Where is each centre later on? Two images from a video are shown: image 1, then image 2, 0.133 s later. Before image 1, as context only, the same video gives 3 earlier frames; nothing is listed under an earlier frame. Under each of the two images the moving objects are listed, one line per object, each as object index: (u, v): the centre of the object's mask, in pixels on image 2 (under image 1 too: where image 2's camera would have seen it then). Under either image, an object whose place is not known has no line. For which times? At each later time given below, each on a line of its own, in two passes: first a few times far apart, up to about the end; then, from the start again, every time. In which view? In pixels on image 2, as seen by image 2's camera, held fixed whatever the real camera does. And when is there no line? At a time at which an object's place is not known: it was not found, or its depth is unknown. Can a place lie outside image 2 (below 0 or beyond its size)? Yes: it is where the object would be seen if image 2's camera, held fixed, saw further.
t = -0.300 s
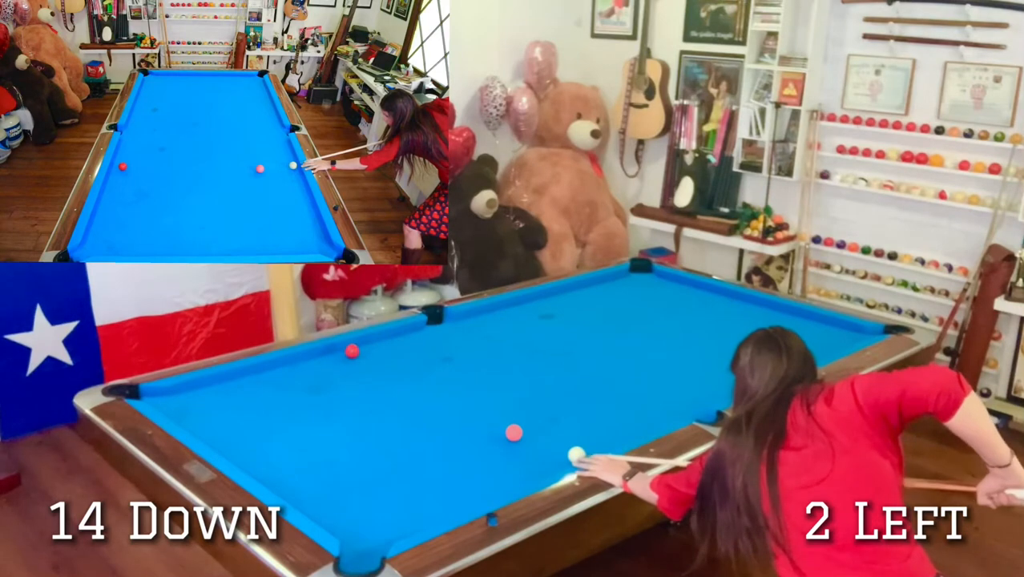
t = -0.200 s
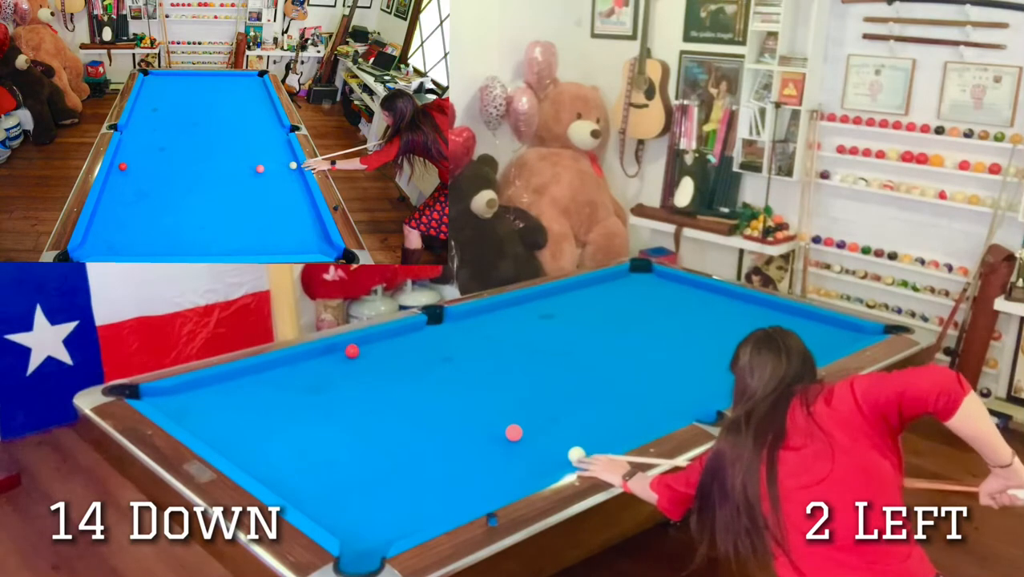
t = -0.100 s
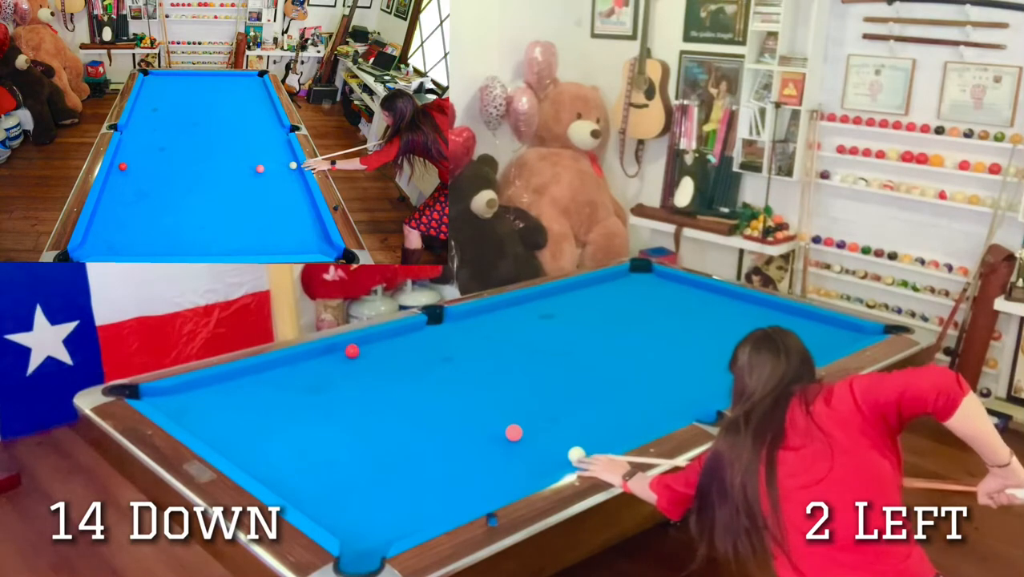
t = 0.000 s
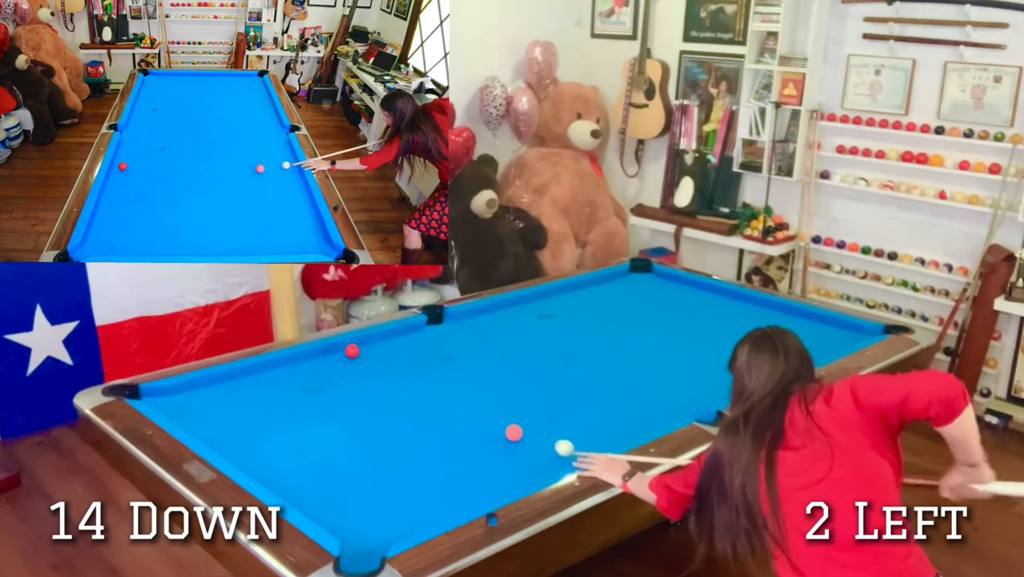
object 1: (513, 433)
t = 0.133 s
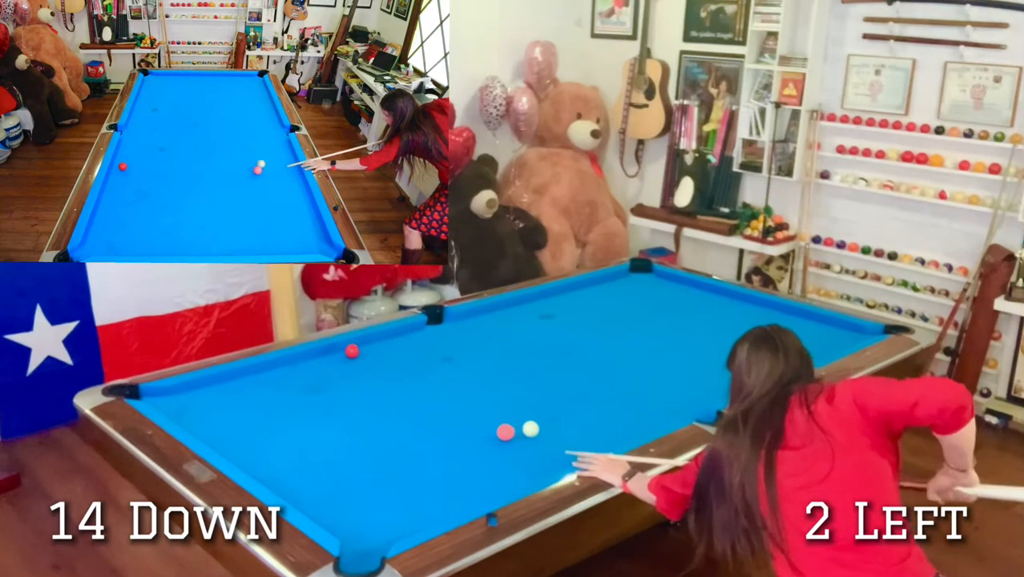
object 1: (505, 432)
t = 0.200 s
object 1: (491, 431)
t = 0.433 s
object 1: (450, 429)
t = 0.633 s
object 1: (415, 427)
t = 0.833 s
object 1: (381, 425)
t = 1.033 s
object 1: (349, 424)
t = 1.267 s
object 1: (312, 422)
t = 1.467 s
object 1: (282, 420)
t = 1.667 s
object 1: (252, 419)
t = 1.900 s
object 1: (219, 418)
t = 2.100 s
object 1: (192, 417)
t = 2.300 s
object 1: (173, 413)
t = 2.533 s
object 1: (176, 408)
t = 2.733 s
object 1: (179, 403)
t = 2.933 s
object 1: (181, 398)
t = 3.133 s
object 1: (183, 395)
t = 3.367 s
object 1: (185, 391)
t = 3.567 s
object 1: (186, 387)
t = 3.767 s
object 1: (188, 387)
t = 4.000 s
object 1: (190, 387)
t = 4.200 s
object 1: (191, 387)
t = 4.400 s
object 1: (192, 387)
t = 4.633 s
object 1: (192, 387)
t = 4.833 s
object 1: (192, 387)
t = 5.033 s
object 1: (192, 387)
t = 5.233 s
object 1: (192, 387)
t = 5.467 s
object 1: (192, 387)
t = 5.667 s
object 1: (192, 387)
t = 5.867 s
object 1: (192, 387)
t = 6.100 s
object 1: (192, 387)
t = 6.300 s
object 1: (192, 387)
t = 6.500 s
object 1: (192, 387)
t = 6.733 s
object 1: (192, 387)
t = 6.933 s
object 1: (192, 387)
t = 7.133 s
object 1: (192, 387)
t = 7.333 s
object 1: (192, 387)
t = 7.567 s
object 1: (192, 387)
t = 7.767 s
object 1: (192, 387)
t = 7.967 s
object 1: (192, 387)
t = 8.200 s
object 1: (192, 387)
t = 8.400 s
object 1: (192, 387)
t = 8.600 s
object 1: (192, 387)
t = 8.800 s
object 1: (192, 387)
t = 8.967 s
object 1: (192, 387)
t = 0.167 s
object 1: (498, 432)
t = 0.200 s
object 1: (491, 431)
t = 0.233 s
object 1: (485, 431)
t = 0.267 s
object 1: (479, 431)
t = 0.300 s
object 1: (473, 430)
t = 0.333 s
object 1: (467, 430)
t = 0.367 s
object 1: (461, 430)
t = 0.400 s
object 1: (455, 429)
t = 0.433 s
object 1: (450, 429)
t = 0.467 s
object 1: (444, 429)
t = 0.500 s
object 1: (438, 428)
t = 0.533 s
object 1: (432, 428)
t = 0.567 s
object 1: (426, 427)
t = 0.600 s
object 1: (420, 427)
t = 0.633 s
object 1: (415, 427)
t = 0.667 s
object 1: (409, 427)
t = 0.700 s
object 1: (404, 426)
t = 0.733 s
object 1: (398, 426)
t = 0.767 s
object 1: (392, 426)
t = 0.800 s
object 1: (387, 426)
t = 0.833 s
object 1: (381, 425)
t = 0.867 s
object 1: (376, 425)
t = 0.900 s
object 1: (370, 425)
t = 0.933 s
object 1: (365, 424)
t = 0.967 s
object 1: (359, 424)
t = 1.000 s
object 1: (354, 424)
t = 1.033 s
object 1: (349, 424)
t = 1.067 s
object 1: (343, 423)
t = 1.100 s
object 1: (338, 423)
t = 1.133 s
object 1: (333, 423)
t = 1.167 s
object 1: (327, 423)
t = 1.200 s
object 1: (322, 422)
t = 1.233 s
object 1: (317, 422)
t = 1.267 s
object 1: (312, 422)
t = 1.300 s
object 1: (307, 422)
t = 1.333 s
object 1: (302, 421)
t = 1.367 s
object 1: (297, 421)
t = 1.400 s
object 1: (292, 421)
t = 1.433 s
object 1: (287, 421)
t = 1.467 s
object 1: (282, 420)
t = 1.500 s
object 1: (277, 420)
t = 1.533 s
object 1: (272, 420)
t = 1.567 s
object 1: (267, 420)
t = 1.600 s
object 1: (262, 419)
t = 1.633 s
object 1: (257, 419)
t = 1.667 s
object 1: (252, 419)
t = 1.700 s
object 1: (247, 419)
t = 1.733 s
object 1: (243, 419)
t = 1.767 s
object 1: (238, 419)
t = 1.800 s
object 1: (233, 418)
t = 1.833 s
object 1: (228, 418)
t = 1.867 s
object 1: (224, 418)
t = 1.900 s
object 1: (219, 418)
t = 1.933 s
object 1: (214, 418)
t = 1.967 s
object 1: (210, 417)
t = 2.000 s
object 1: (205, 417)
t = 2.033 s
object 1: (201, 417)
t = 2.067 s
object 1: (197, 417)
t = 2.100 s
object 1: (192, 417)
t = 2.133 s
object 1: (187, 416)
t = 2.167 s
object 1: (183, 416)
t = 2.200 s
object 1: (179, 415)
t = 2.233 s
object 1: (175, 415)
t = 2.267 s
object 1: (172, 414)
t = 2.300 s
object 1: (173, 413)
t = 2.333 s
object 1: (173, 413)
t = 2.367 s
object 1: (173, 412)
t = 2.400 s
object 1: (174, 411)
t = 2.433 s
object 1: (174, 411)
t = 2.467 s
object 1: (175, 410)
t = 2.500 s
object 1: (175, 409)
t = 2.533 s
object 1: (176, 408)
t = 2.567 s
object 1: (176, 407)
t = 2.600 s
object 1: (177, 406)
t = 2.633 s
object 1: (177, 405)
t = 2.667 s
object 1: (178, 405)
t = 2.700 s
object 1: (178, 404)
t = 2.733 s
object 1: (179, 403)
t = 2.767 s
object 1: (179, 402)
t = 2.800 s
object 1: (180, 402)
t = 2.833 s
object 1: (180, 401)
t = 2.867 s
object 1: (180, 400)
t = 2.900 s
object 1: (181, 399)
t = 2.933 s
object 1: (181, 398)
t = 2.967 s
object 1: (181, 398)
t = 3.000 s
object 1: (182, 397)
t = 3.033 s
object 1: (182, 397)
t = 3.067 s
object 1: (182, 396)
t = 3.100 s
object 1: (183, 395)
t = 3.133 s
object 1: (183, 395)
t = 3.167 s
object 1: (183, 394)
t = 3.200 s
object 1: (183, 393)
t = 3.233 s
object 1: (184, 393)
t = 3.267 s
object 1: (184, 392)
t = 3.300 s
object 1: (184, 392)
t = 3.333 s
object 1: (184, 391)
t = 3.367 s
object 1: (185, 391)
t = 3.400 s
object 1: (185, 390)
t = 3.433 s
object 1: (185, 389)
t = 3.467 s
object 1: (185, 389)
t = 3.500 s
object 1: (185, 389)
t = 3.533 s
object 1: (185, 388)
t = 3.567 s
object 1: (186, 387)
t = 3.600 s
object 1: (186, 387)
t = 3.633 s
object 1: (186, 387)
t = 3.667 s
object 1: (186, 387)
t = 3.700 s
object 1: (187, 387)
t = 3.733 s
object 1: (188, 387)
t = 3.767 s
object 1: (188, 387)
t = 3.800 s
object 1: (188, 387)
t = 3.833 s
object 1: (189, 387)
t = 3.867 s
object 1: (189, 387)
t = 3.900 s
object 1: (190, 387)
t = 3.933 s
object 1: (190, 387)
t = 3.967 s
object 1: (190, 387)
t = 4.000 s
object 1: (190, 387)
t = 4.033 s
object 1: (191, 387)
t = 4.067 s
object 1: (191, 387)
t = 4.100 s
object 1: (191, 387)
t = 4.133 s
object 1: (191, 387)
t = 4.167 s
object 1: (191, 387)
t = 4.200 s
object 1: (191, 387)
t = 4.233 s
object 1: (191, 387)
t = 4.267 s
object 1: (192, 387)
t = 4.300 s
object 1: (192, 387)
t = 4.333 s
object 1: (192, 387)
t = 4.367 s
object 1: (192, 387)
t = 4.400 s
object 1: (192, 387)
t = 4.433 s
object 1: (192, 387)
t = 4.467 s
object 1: (192, 387)
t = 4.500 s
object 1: (192, 387)
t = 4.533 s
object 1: (192, 387)
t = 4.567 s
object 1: (192, 387)
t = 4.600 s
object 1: (192, 387)
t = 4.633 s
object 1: (192, 387)
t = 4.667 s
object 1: (192, 387)
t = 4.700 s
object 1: (192, 387)
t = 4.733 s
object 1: (192, 387)
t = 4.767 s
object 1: (192, 387)
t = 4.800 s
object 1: (192, 387)
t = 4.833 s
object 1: (192, 387)
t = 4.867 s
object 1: (192, 387)
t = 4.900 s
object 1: (192, 387)
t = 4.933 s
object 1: (192, 387)
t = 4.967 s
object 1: (192, 387)
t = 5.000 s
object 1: (192, 387)
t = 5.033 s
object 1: (192, 387)
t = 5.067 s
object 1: (192, 387)
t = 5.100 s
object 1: (192, 387)
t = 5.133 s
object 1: (192, 387)
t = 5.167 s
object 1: (192, 387)
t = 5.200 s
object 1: (192, 387)
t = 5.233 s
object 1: (192, 387)
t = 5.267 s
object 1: (192, 387)
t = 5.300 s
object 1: (192, 387)
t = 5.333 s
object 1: (192, 387)
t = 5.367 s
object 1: (192, 387)
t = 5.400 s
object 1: (192, 387)
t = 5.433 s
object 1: (192, 387)
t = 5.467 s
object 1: (192, 387)
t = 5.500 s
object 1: (192, 387)
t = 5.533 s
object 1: (192, 387)
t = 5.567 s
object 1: (192, 387)
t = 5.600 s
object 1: (192, 387)
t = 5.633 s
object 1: (192, 387)
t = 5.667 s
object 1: (192, 387)
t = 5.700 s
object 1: (192, 387)
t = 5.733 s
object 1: (192, 387)
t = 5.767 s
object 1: (192, 387)
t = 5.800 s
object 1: (192, 387)
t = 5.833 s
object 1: (192, 387)
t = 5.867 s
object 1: (192, 387)
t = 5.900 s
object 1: (192, 387)
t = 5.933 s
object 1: (192, 387)
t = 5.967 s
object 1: (192, 387)
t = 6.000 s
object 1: (192, 387)
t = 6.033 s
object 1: (192, 387)
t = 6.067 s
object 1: (192, 387)
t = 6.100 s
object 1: (192, 387)
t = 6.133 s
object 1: (192, 387)
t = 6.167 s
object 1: (192, 387)
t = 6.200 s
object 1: (192, 387)
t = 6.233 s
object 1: (192, 387)
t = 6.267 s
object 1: (192, 387)
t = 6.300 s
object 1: (192, 387)
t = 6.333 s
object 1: (192, 387)
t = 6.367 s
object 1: (192, 387)
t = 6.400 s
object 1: (192, 387)
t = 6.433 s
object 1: (192, 387)
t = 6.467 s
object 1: (192, 387)
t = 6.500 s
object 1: (192, 387)
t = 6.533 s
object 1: (192, 387)
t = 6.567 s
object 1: (192, 387)
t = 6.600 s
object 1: (192, 387)
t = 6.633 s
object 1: (192, 387)
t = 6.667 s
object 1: (192, 387)
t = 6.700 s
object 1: (192, 387)
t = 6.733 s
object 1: (192, 387)
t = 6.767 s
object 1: (192, 387)
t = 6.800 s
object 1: (192, 387)
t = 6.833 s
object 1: (192, 387)
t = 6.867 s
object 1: (192, 387)
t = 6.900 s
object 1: (192, 387)
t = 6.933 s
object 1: (192, 387)
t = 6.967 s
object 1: (192, 387)
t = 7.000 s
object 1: (192, 387)
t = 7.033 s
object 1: (192, 387)
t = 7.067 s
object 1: (192, 387)
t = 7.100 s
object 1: (192, 387)
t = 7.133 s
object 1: (192, 387)
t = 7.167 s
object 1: (192, 387)
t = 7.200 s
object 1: (192, 387)
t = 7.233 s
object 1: (192, 387)
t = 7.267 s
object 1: (192, 387)
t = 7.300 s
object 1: (192, 387)
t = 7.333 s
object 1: (192, 387)
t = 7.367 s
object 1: (192, 387)
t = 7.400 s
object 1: (192, 387)
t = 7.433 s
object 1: (192, 387)
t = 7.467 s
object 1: (192, 387)
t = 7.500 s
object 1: (192, 387)
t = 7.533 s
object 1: (192, 387)
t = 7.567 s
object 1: (192, 387)
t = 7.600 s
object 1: (192, 387)
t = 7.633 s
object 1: (192, 387)
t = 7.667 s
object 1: (192, 387)
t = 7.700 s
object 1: (192, 387)
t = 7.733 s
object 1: (192, 387)
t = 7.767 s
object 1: (192, 387)
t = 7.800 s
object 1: (192, 387)
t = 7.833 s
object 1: (192, 387)
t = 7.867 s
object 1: (192, 387)
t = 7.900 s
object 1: (192, 387)
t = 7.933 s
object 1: (192, 387)
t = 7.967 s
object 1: (192, 387)
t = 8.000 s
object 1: (192, 387)
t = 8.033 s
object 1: (192, 387)
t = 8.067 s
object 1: (192, 387)
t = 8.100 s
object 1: (192, 387)
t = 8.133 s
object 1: (192, 387)
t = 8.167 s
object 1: (191, 387)
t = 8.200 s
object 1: (192, 387)
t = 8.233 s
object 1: (192, 387)
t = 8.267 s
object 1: (192, 387)
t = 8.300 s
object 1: (192, 387)
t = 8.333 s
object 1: (192, 387)
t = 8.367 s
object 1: (192, 387)
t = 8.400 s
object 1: (192, 387)
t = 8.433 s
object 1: (192, 387)
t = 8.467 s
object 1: (192, 387)
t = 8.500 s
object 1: (192, 387)
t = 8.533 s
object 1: (192, 387)
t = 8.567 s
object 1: (192, 387)
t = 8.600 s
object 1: (192, 387)
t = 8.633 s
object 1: (192, 387)
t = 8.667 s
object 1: (192, 387)
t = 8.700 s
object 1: (192, 387)
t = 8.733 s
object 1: (192, 387)
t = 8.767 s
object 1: (192, 387)
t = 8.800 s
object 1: (192, 387)
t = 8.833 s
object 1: (192, 387)
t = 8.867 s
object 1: (192, 387)
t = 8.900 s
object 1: (192, 387)
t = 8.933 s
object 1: (192, 387)
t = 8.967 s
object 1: (192, 387)
